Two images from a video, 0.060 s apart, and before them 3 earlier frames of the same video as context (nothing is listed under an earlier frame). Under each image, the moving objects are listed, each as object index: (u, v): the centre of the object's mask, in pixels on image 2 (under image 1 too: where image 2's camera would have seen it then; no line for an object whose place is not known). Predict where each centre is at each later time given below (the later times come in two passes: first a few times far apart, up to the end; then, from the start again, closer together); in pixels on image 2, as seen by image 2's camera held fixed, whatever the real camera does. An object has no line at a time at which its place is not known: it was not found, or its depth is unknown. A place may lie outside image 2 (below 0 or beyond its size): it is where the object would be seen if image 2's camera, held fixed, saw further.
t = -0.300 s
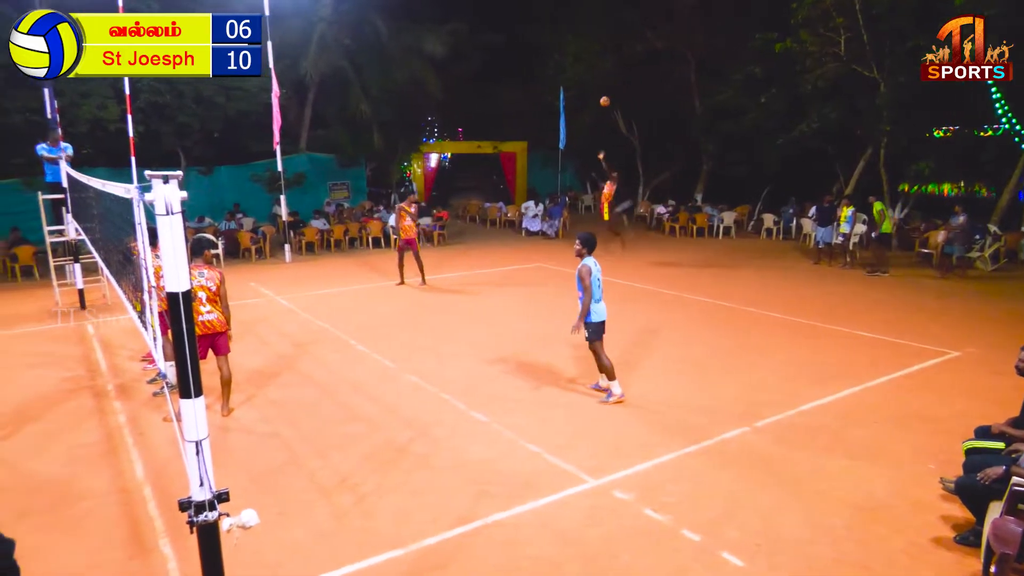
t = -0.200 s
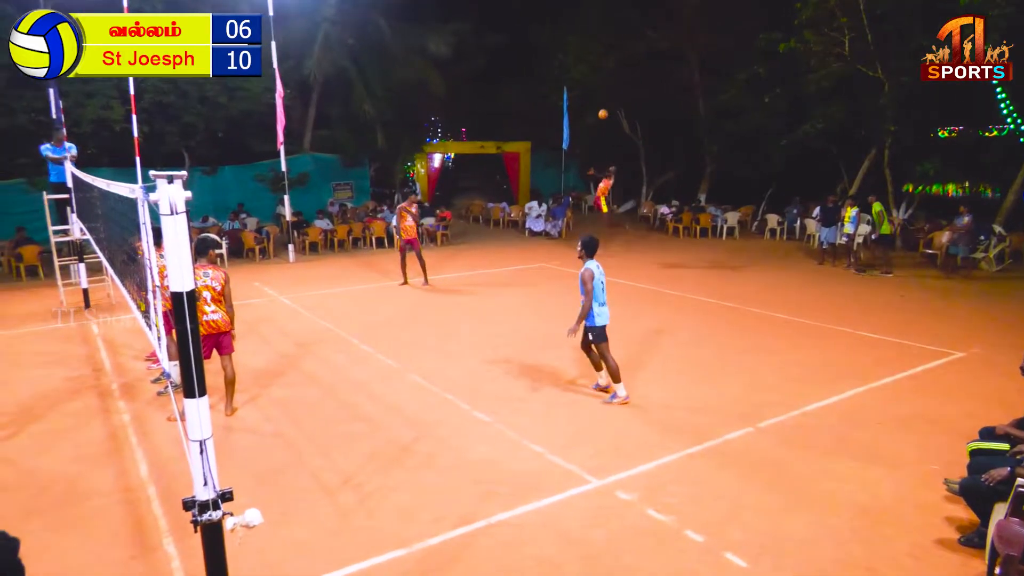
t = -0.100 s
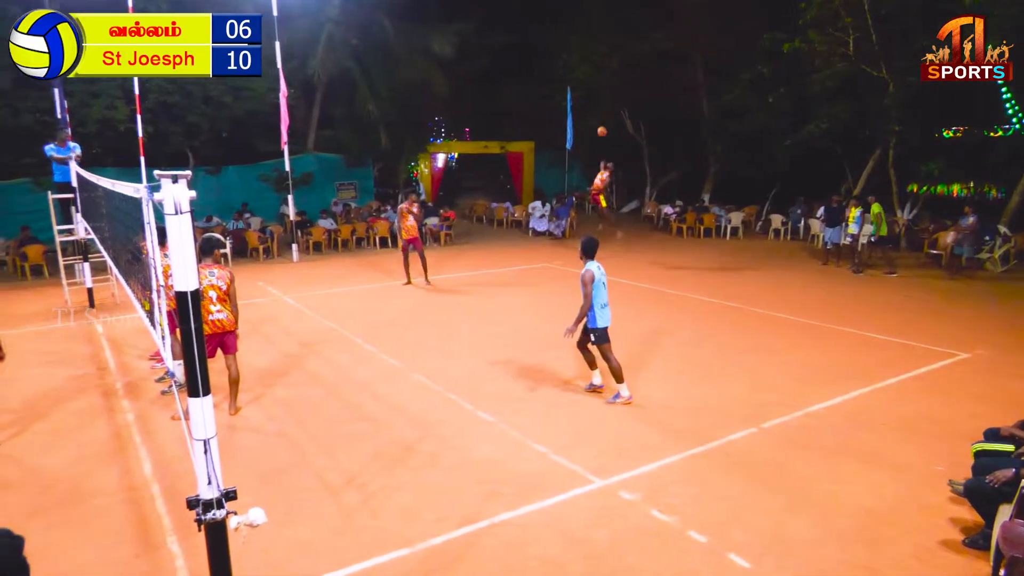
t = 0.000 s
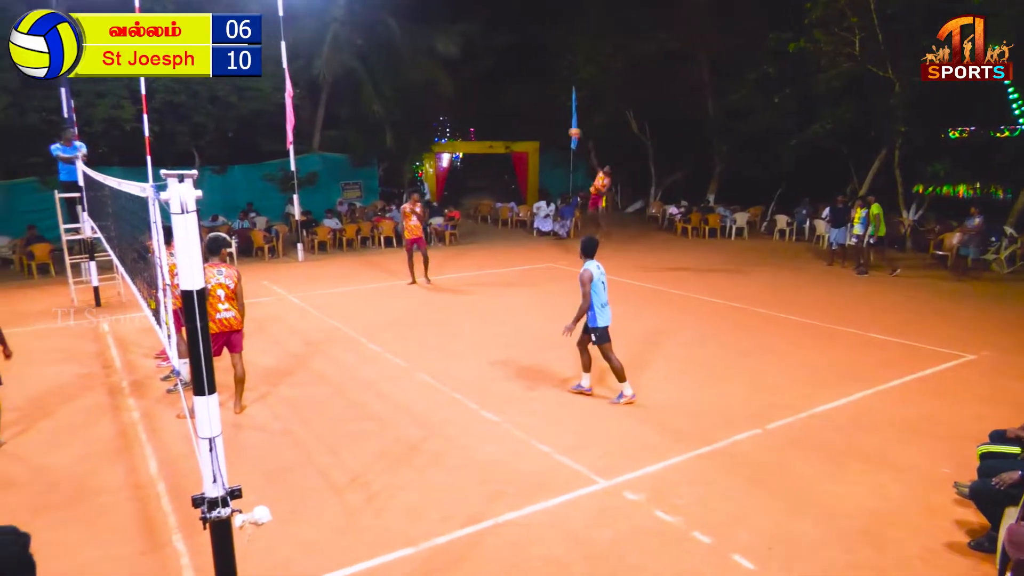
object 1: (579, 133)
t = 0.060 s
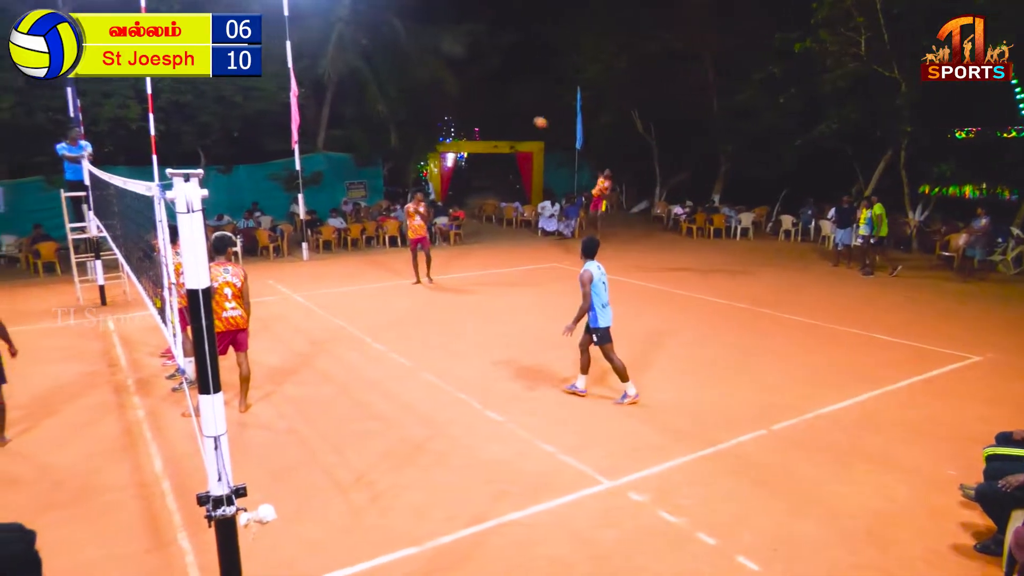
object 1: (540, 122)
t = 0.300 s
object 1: (321, 101)
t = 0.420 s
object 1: (155, 110)
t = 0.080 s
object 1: (526, 119)
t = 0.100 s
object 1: (511, 116)
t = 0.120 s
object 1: (496, 113)
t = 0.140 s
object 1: (479, 110)
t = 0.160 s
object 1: (462, 108)
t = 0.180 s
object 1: (445, 106)
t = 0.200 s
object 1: (426, 105)
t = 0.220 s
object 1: (407, 103)
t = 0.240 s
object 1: (387, 102)
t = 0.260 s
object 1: (366, 101)
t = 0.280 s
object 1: (344, 101)
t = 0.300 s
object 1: (321, 101)
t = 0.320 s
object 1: (298, 101)
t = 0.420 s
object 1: (155, 110)
